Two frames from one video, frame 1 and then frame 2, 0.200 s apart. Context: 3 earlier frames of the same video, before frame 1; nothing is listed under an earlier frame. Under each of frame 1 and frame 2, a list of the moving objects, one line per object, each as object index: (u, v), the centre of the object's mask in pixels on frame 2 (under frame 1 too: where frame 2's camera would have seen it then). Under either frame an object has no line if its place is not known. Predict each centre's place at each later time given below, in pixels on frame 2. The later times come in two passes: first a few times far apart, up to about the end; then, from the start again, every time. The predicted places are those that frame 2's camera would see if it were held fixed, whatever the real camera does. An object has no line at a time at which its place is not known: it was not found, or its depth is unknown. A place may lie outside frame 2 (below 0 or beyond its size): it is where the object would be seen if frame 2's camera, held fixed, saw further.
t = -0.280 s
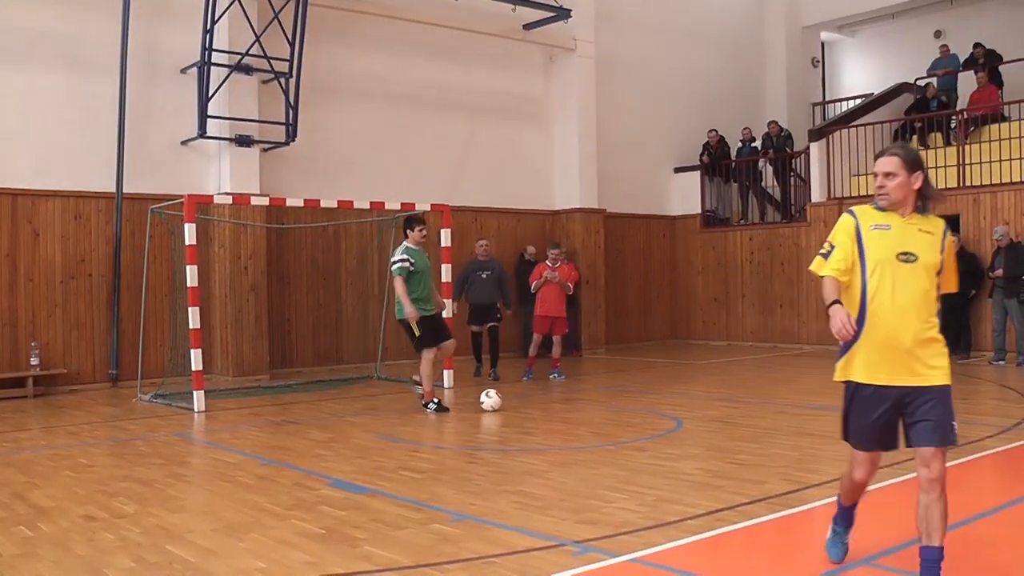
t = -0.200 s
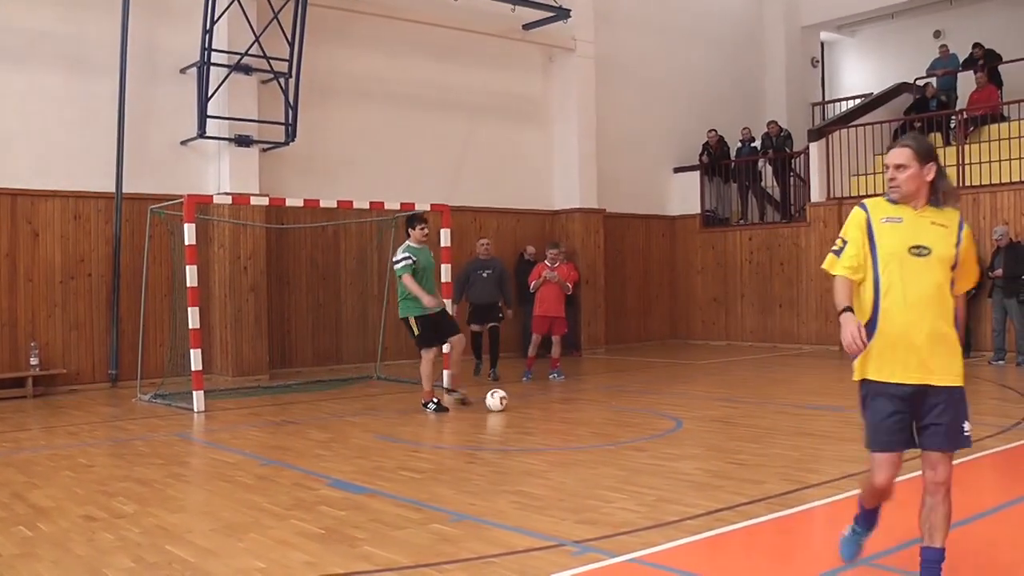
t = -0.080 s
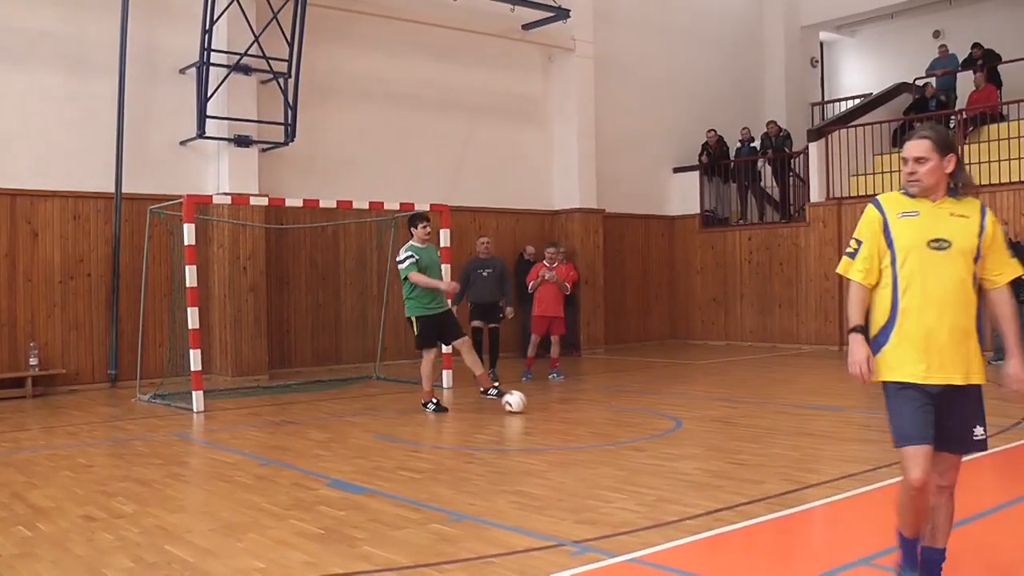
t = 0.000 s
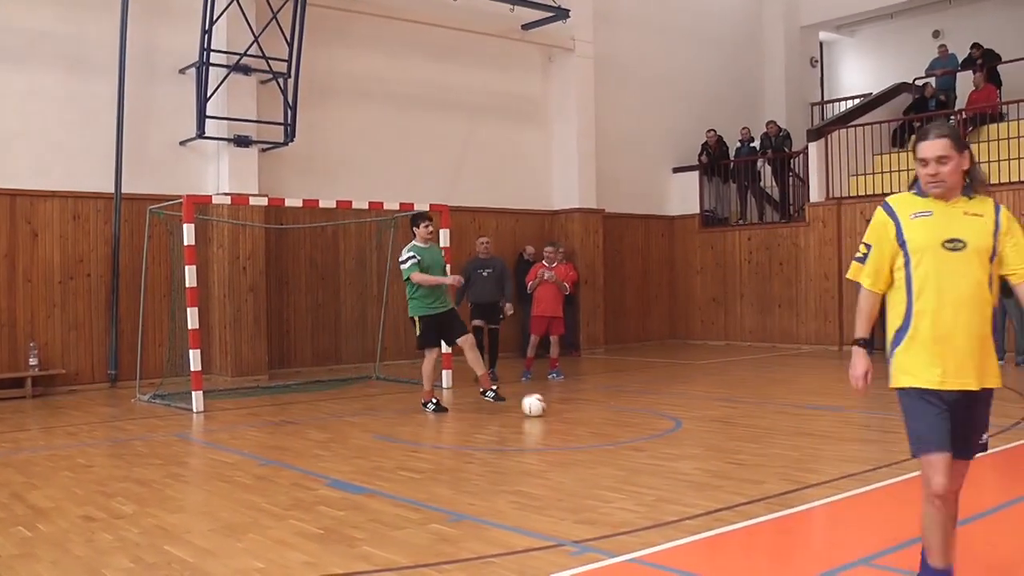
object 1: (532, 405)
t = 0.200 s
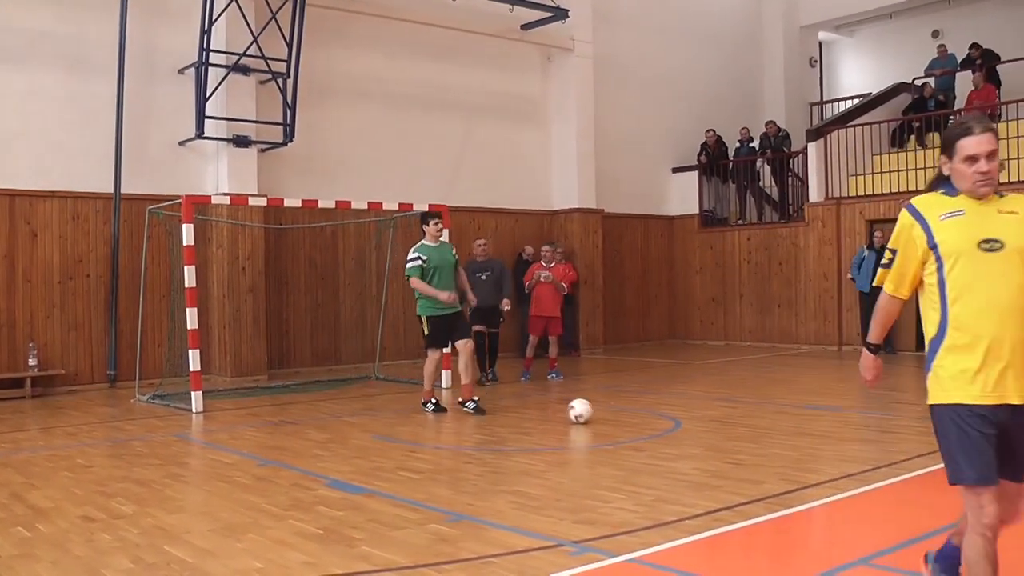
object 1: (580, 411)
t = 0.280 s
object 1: (597, 413)
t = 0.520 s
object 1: (651, 420)
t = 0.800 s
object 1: (719, 428)
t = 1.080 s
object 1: (798, 436)
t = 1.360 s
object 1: (882, 446)
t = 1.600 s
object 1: (960, 454)
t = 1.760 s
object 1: (1001, 459)
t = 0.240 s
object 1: (589, 412)
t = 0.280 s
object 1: (597, 413)
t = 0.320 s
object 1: (605, 414)
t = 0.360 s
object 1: (614, 415)
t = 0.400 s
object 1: (623, 416)
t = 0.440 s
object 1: (632, 418)
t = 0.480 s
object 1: (641, 419)
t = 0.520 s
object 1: (651, 420)
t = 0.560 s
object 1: (661, 421)
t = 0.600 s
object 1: (670, 422)
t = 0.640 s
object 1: (679, 423)
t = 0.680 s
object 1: (690, 424)
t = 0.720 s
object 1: (699, 425)
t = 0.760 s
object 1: (709, 426)
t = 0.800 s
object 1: (719, 428)
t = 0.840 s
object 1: (731, 429)
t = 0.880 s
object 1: (741, 430)
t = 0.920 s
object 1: (753, 431)
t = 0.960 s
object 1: (763, 433)
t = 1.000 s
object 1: (774, 434)
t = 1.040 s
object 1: (786, 435)
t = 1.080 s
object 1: (798, 436)
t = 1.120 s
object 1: (809, 438)
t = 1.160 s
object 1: (821, 438)
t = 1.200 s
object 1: (833, 440)
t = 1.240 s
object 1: (844, 441)
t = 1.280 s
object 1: (856, 443)
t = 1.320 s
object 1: (870, 444)
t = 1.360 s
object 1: (882, 446)
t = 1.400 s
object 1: (895, 447)
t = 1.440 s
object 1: (907, 449)
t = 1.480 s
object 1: (920, 450)
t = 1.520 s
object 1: (933, 451)
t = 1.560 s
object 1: (946, 453)
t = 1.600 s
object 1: (960, 454)
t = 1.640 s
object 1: (974, 455)
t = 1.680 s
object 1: (988, 458)
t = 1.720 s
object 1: (995, 459)
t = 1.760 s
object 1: (1001, 459)
